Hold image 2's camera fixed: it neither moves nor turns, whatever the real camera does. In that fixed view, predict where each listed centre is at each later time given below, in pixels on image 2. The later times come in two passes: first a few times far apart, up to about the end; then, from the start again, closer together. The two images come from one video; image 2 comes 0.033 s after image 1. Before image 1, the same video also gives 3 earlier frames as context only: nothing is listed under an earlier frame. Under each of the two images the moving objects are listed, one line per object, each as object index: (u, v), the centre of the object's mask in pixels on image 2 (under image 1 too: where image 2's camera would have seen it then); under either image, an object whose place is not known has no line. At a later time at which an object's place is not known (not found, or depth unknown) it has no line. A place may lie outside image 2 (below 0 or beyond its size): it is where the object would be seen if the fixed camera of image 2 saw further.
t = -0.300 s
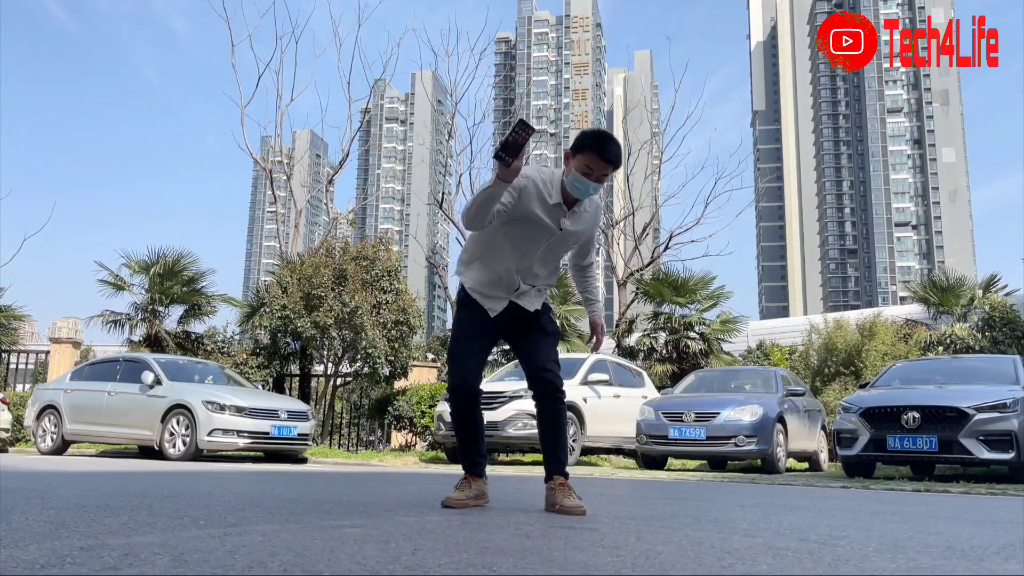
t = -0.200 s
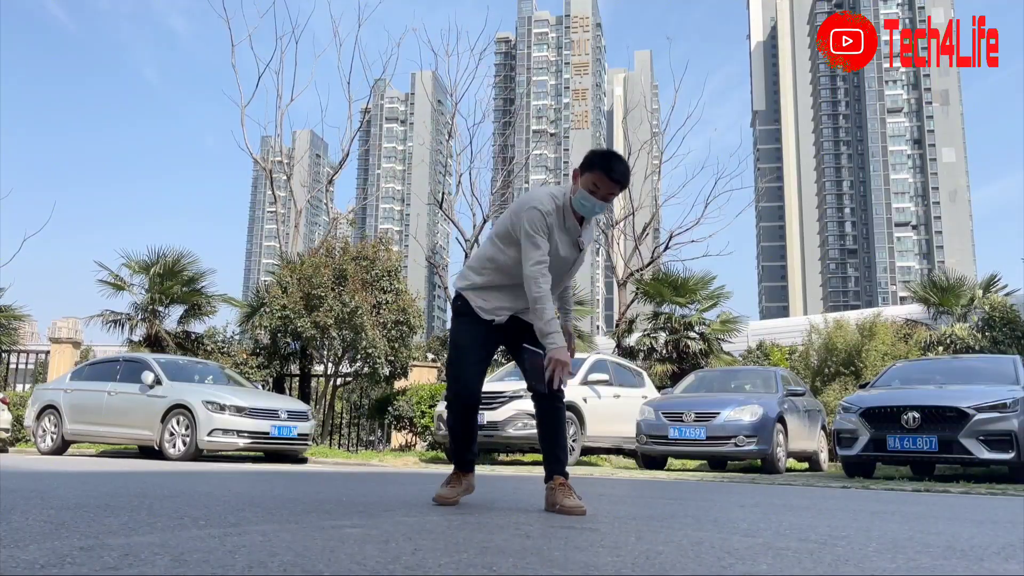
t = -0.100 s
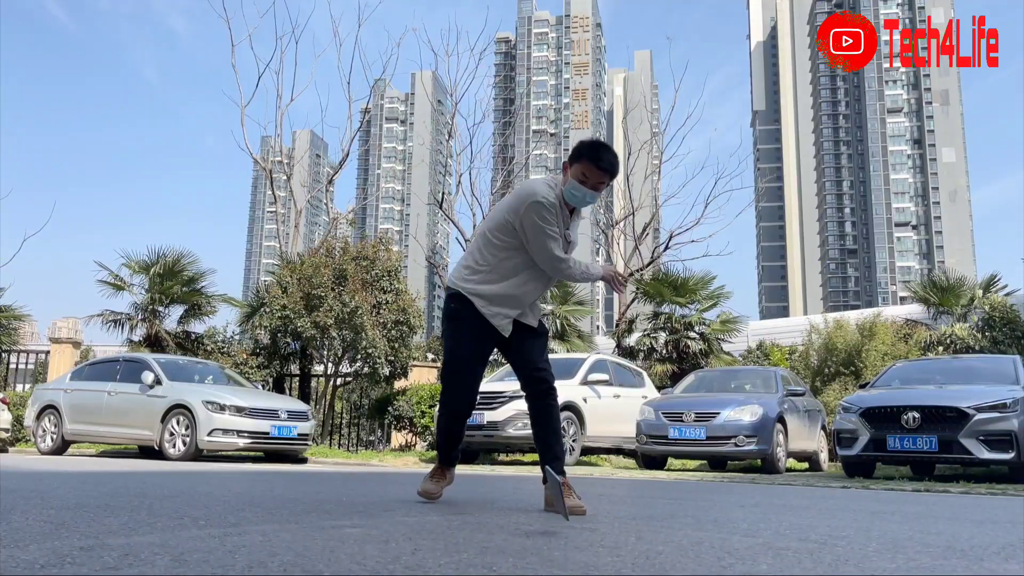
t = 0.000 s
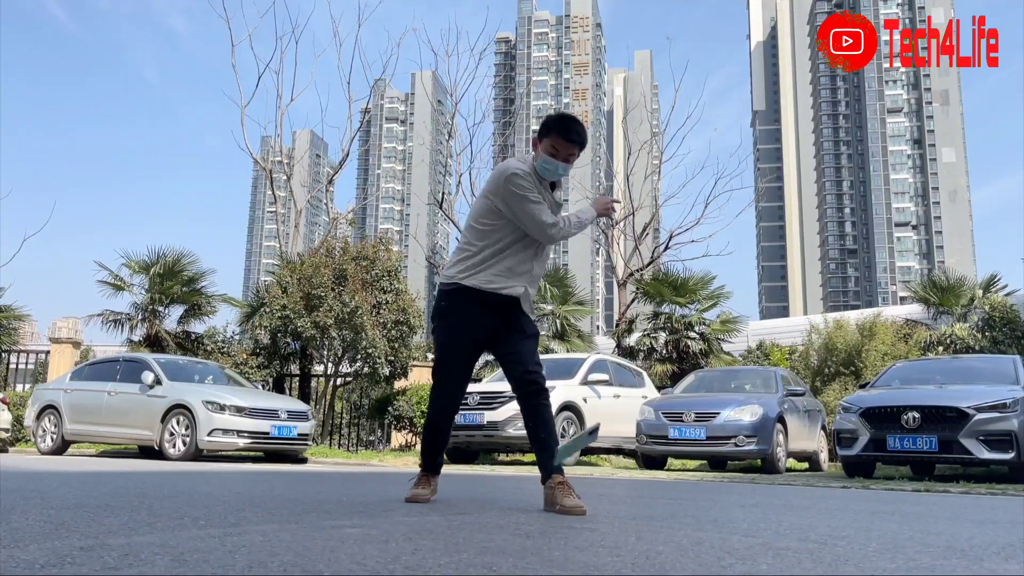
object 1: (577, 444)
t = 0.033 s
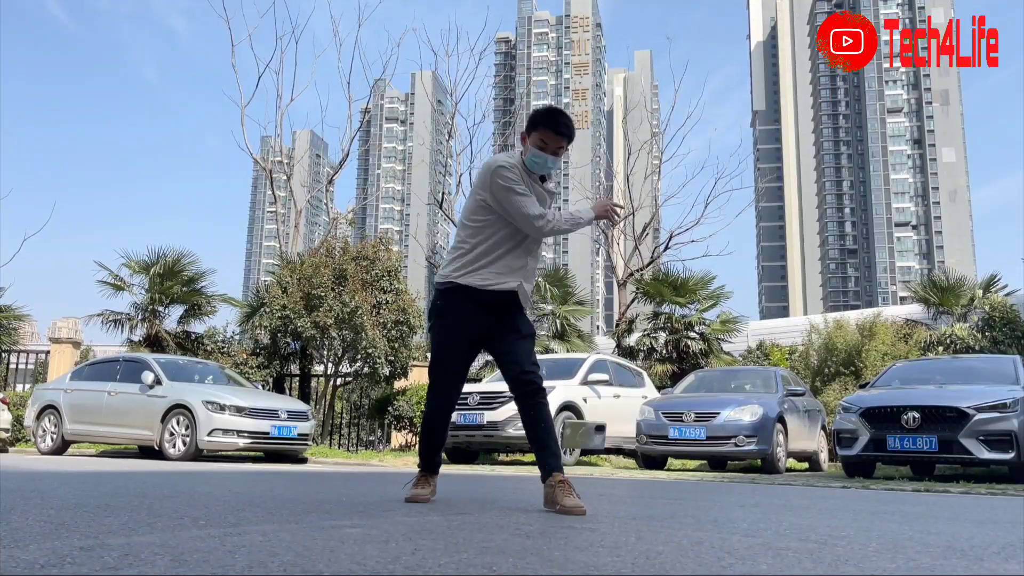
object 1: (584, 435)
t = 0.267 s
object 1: (638, 491)
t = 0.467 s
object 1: (716, 521)
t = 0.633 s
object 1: (777, 562)
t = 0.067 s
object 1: (591, 430)
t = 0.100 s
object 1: (598, 428)
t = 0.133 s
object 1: (605, 433)
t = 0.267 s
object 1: (638, 491)
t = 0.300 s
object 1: (647, 514)
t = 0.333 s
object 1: (661, 510)
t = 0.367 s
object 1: (675, 511)
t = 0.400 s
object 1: (690, 516)
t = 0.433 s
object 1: (704, 522)
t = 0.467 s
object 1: (716, 521)
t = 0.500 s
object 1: (729, 524)
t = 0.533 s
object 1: (741, 531)
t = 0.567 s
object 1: (753, 541)
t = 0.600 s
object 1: (767, 555)
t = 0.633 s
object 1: (777, 562)
